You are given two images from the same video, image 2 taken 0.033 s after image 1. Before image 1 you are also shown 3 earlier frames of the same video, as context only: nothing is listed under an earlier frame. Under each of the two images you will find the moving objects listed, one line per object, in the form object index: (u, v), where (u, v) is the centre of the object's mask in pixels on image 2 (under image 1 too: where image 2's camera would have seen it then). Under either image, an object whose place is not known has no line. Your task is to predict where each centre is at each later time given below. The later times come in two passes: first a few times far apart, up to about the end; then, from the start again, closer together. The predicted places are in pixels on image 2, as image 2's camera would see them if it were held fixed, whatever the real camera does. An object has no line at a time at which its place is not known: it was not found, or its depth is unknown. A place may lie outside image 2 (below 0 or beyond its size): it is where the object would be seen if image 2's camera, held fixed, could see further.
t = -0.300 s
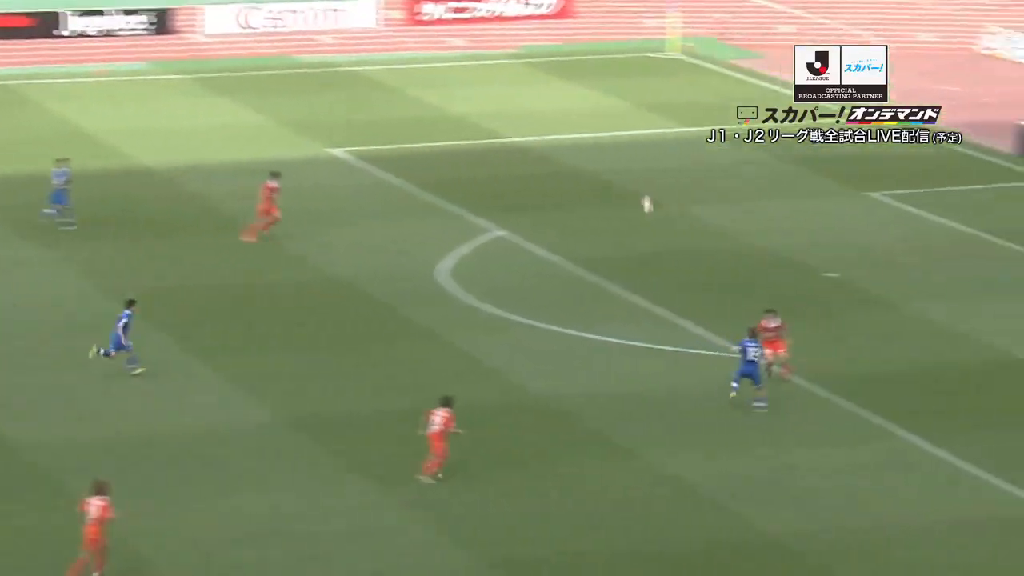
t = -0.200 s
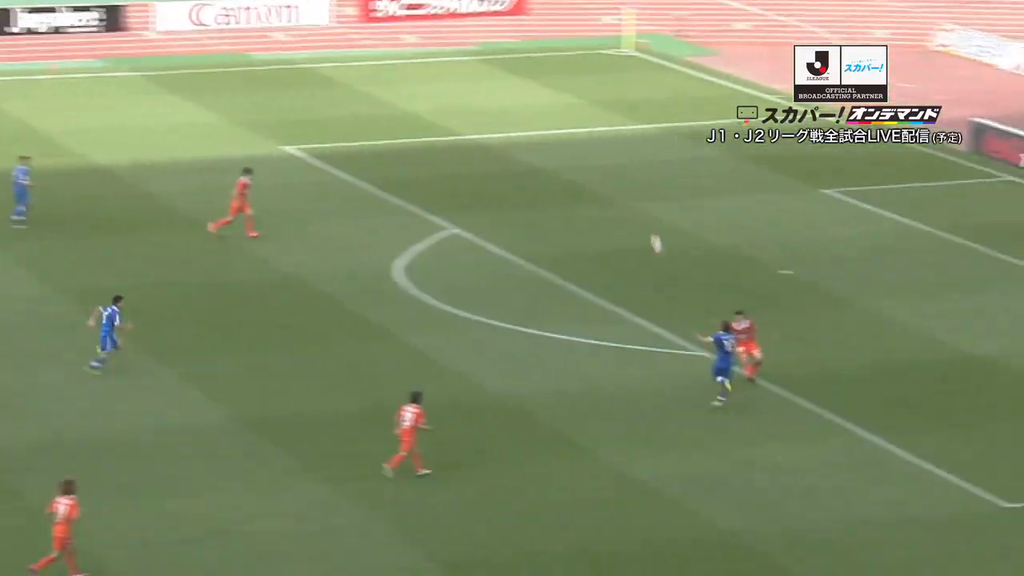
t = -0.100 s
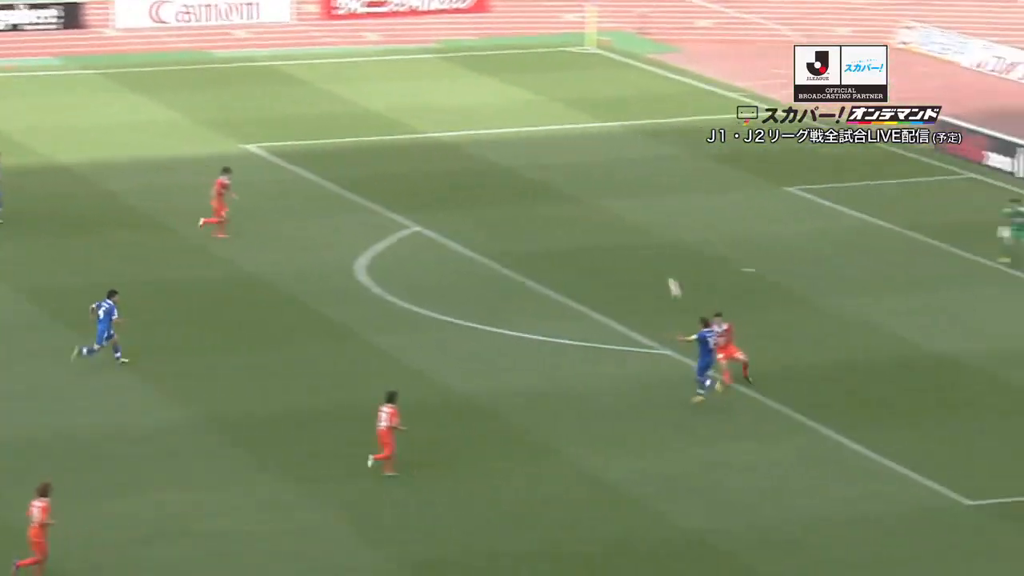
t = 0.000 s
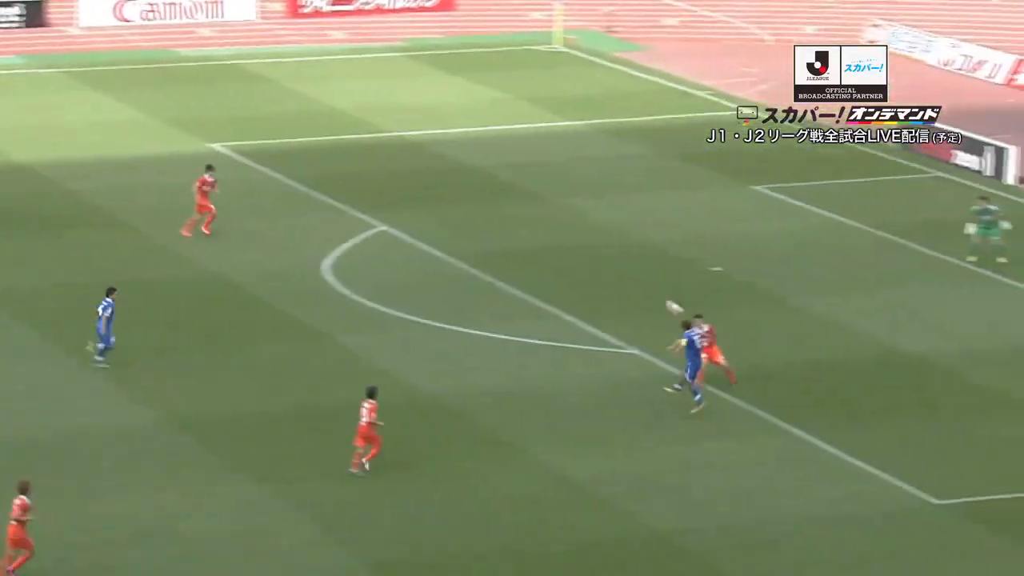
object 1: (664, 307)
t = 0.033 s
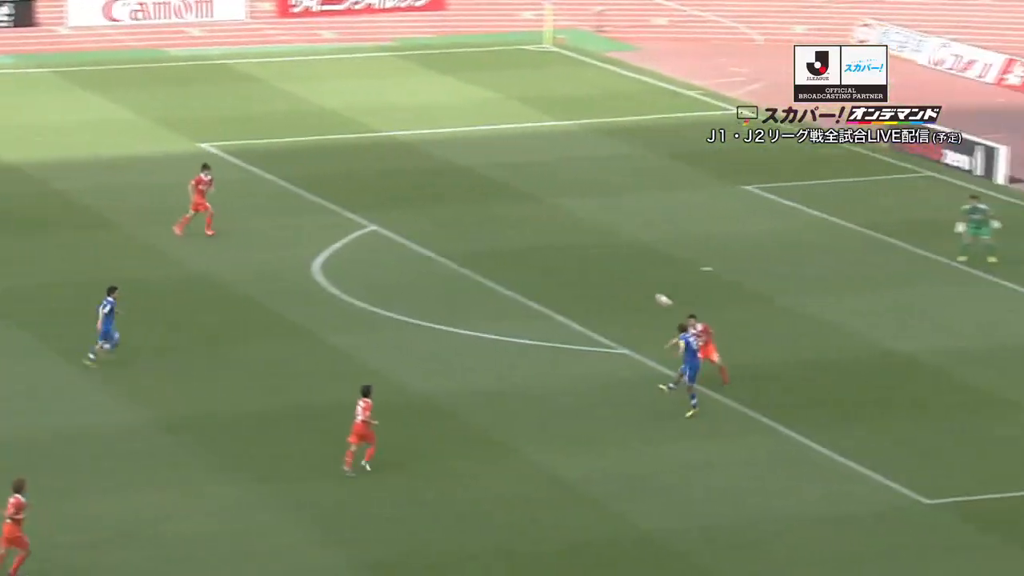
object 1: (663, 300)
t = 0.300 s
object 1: (652, 260)
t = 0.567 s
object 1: (645, 257)
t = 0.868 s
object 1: (640, 291)
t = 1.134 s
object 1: (637, 301)
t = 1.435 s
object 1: (632, 260)
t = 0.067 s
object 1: (661, 292)
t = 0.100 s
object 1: (660, 286)
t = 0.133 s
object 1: (658, 280)
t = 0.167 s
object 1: (657, 275)
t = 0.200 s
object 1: (655, 270)
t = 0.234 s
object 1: (654, 266)
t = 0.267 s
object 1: (654, 262)
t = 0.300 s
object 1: (652, 260)
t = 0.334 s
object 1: (651, 257)
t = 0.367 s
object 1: (650, 256)
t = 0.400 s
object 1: (648, 255)
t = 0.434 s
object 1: (646, 253)
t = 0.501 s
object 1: (645, 254)
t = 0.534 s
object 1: (645, 255)
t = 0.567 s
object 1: (645, 257)
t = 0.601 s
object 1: (643, 258)
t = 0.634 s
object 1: (643, 261)
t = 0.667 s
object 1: (642, 263)
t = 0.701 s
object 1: (642, 267)
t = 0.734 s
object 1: (641, 271)
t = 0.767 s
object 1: (641, 275)
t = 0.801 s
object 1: (641, 280)
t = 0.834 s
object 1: (640, 285)
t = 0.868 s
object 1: (640, 291)
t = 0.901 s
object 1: (640, 297)
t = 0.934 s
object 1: (640, 304)
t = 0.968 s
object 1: (639, 311)
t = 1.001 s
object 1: (639, 318)
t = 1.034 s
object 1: (639, 323)
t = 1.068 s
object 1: (639, 316)
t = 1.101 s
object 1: (638, 308)
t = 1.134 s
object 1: (637, 301)
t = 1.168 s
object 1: (637, 294)
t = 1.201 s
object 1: (636, 288)
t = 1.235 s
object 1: (636, 283)
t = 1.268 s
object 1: (635, 277)
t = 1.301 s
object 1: (635, 273)
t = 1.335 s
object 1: (635, 269)
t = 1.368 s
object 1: (633, 265)
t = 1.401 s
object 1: (633, 263)
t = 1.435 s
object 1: (632, 260)
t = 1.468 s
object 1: (632, 258)
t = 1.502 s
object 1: (632, 256)
